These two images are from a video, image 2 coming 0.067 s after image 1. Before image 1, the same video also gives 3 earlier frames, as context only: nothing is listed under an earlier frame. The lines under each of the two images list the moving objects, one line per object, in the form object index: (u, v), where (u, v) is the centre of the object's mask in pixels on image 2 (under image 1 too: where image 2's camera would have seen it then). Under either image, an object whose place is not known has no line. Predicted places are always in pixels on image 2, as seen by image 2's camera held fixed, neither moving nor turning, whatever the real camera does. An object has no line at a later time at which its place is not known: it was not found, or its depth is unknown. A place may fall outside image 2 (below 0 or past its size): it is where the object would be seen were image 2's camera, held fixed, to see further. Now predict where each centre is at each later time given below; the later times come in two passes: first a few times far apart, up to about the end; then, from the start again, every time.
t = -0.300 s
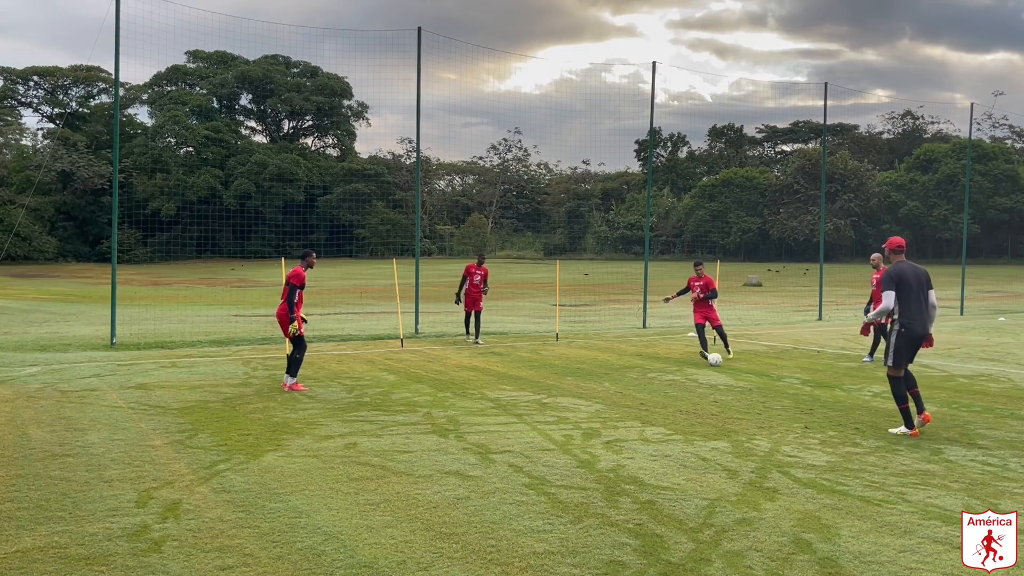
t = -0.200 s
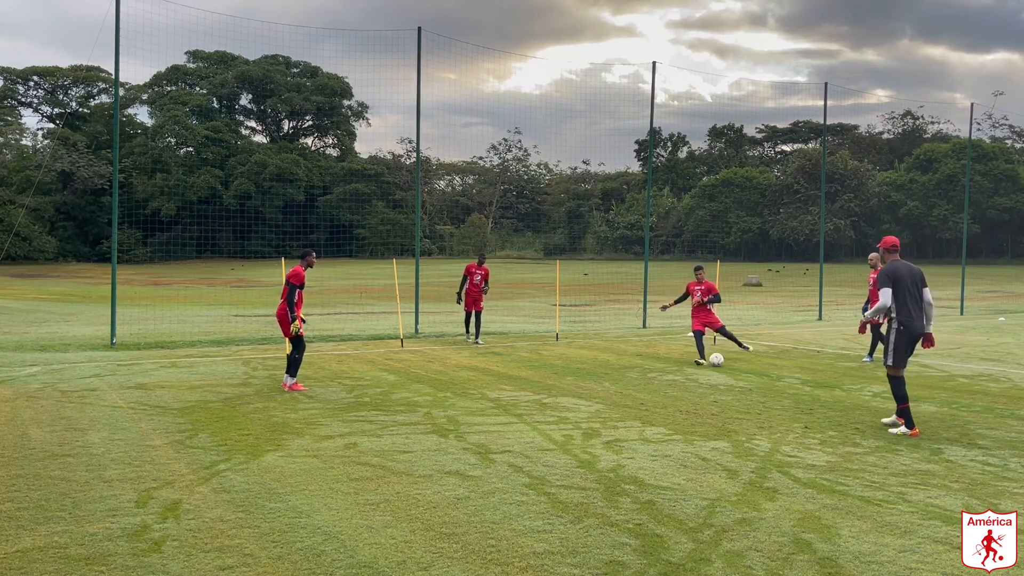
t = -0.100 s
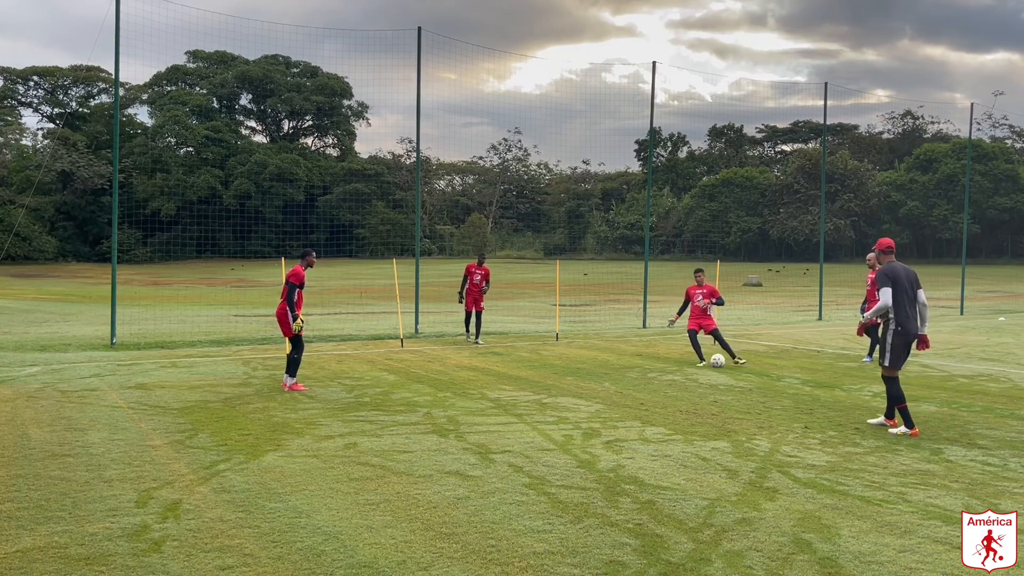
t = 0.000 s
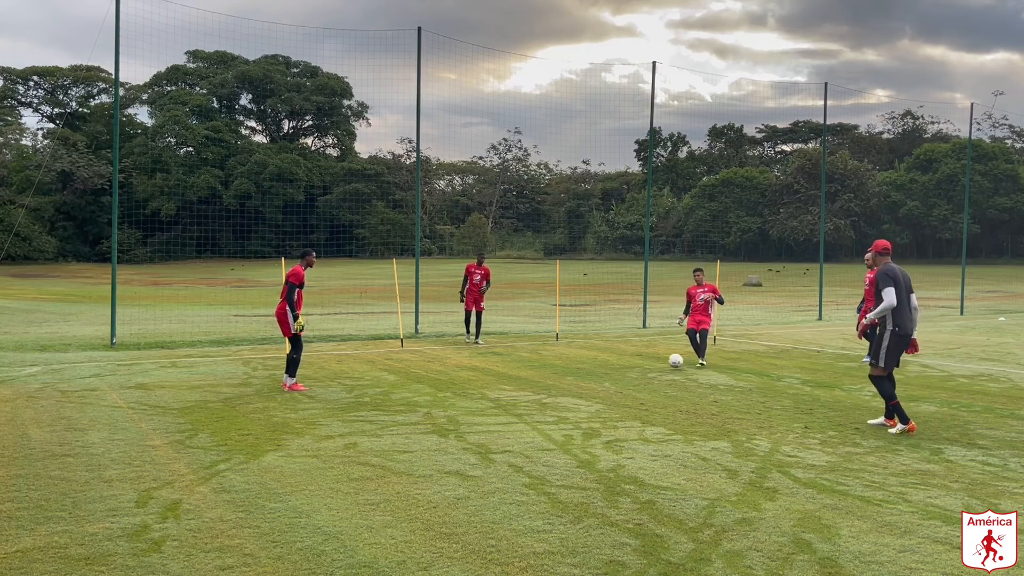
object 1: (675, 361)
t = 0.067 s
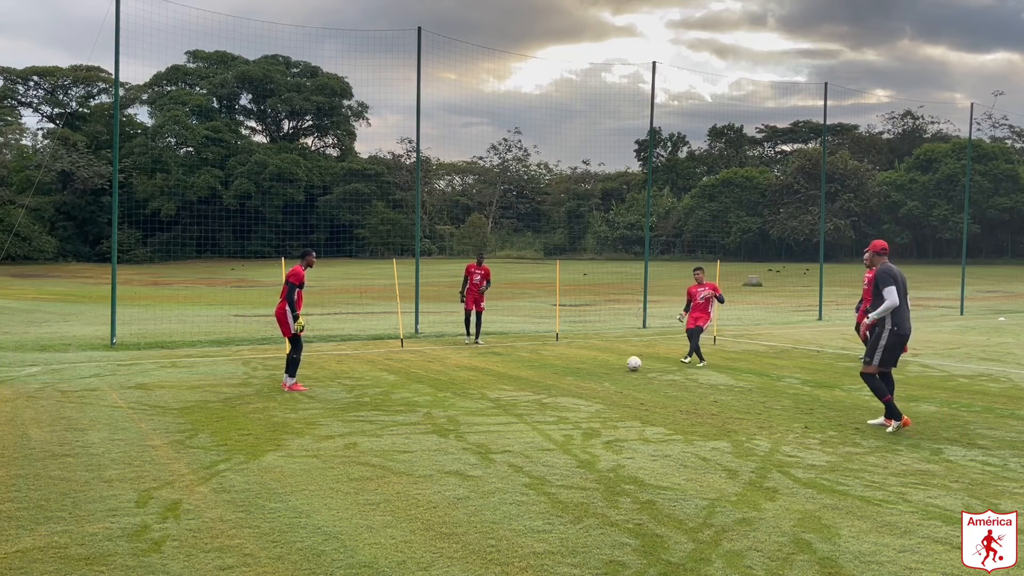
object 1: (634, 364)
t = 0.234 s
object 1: (533, 368)
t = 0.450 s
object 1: (408, 373)
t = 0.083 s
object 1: (623, 365)
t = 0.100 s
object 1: (612, 366)
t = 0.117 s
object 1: (602, 366)
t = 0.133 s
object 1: (593, 366)
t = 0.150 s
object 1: (582, 366)
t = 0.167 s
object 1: (573, 366)
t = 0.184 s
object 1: (562, 366)
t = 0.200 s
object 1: (553, 367)
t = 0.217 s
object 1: (542, 367)
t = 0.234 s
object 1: (533, 368)
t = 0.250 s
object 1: (522, 369)
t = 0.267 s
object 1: (512, 369)
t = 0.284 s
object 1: (502, 370)
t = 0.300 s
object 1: (493, 370)
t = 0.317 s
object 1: (484, 370)
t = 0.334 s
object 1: (474, 370)
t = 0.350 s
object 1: (465, 370)
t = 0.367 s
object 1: (456, 370)
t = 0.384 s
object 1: (446, 371)
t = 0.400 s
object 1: (436, 371)
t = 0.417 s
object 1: (427, 372)
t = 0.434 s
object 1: (418, 373)
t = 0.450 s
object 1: (408, 373)
